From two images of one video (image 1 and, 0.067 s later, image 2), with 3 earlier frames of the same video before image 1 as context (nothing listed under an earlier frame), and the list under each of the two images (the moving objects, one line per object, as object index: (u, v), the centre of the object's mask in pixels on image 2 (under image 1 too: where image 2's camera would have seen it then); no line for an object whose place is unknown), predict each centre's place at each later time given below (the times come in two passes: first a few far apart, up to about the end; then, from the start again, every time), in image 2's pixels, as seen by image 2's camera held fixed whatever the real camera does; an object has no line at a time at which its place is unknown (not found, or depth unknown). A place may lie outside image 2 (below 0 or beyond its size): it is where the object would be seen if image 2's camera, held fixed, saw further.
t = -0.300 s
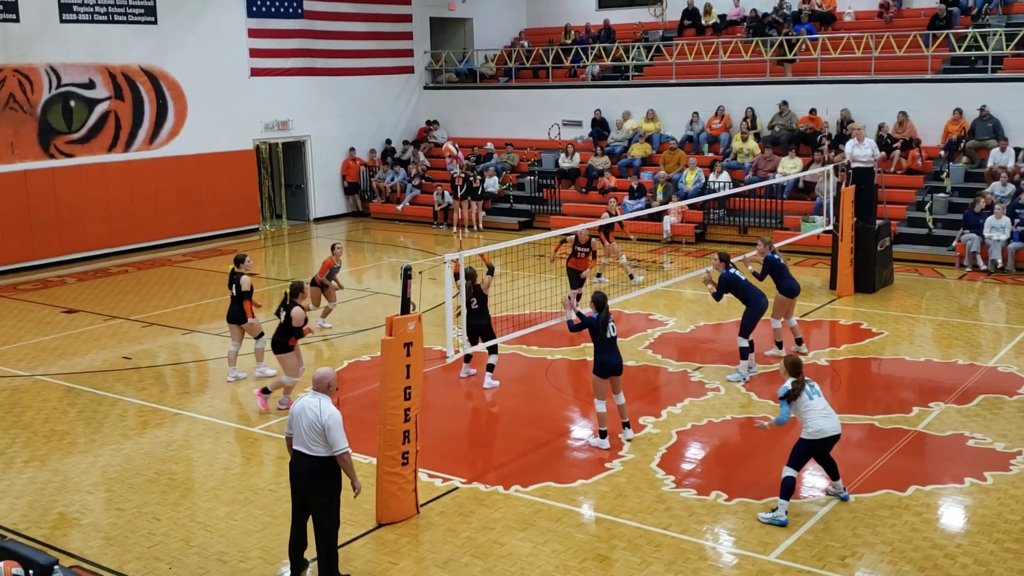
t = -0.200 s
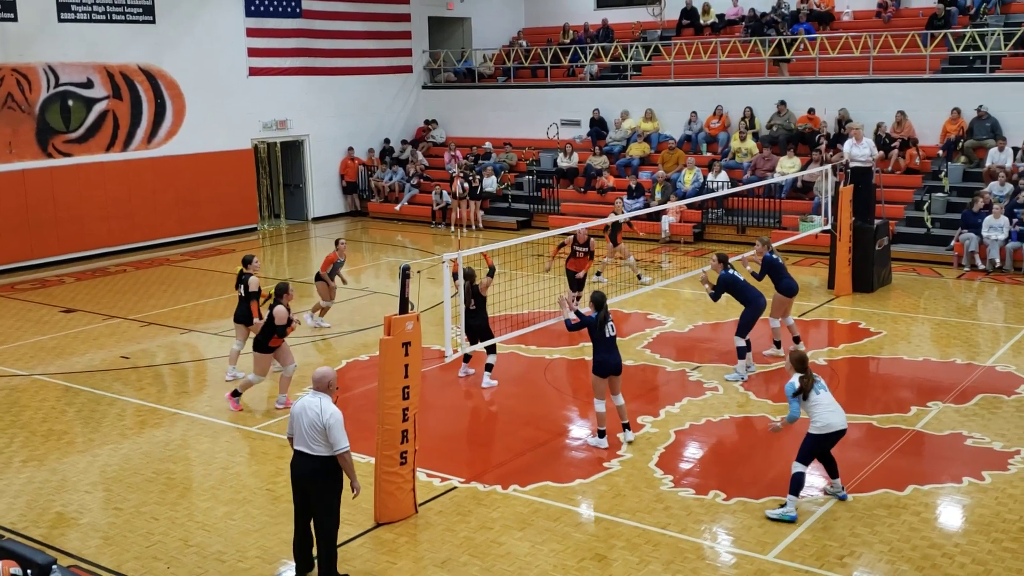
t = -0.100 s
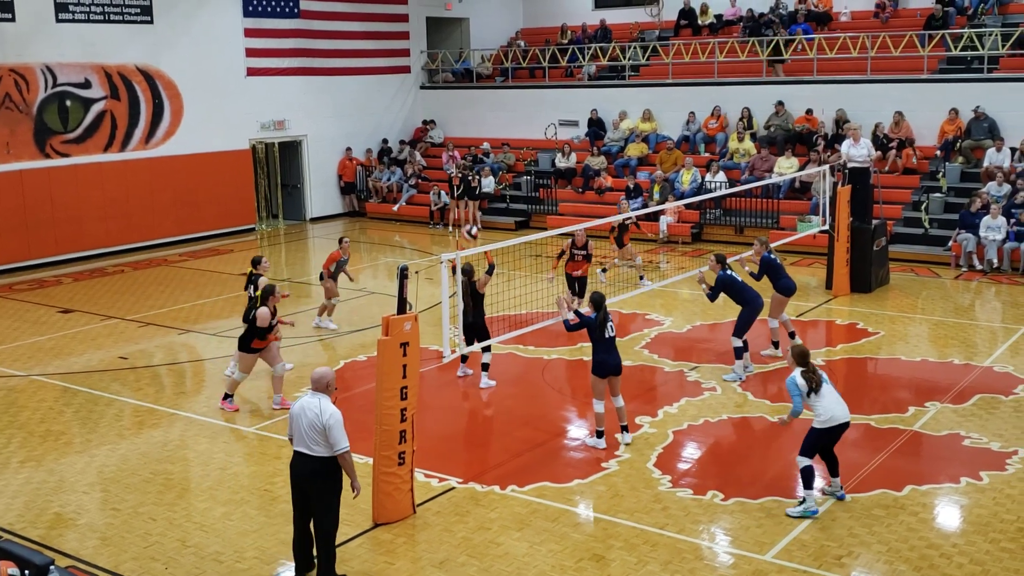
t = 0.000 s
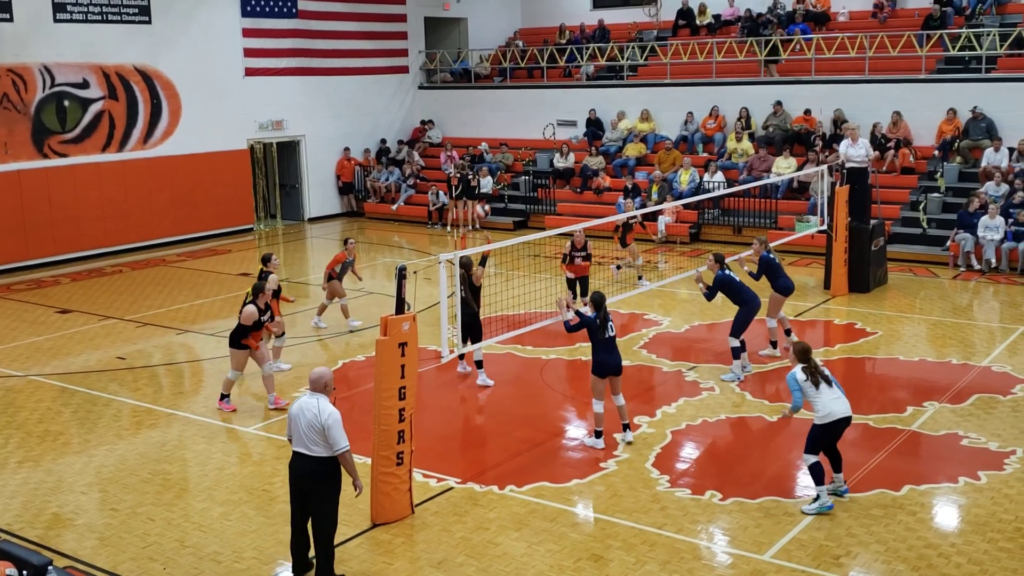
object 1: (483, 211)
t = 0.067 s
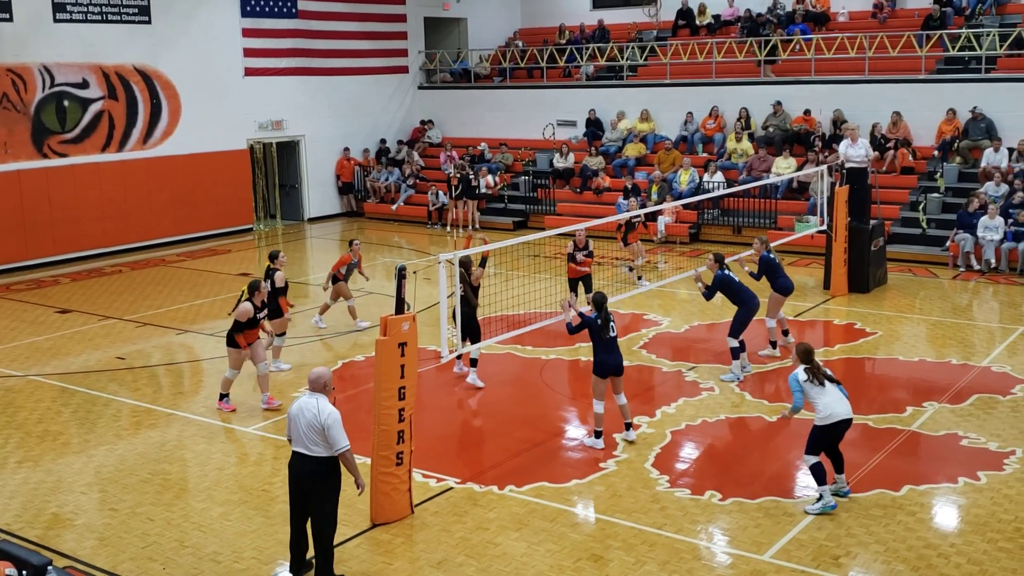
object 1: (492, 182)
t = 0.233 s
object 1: (516, 127)
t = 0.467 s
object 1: (550, 88)
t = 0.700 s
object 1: (583, 92)
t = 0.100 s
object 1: (497, 168)
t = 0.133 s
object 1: (501, 155)
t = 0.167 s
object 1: (506, 144)
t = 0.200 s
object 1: (511, 135)
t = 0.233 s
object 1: (516, 127)
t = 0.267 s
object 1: (521, 119)
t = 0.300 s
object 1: (526, 112)
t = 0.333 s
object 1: (531, 105)
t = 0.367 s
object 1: (535, 99)
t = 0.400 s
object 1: (540, 94)
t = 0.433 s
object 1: (545, 90)
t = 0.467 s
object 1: (550, 88)
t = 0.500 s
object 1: (555, 86)
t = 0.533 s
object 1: (560, 85)
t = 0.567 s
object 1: (564, 85)
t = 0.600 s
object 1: (569, 85)
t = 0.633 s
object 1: (573, 87)
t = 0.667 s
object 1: (578, 89)
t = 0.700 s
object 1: (583, 92)
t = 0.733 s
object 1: (588, 97)
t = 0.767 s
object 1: (592, 101)
